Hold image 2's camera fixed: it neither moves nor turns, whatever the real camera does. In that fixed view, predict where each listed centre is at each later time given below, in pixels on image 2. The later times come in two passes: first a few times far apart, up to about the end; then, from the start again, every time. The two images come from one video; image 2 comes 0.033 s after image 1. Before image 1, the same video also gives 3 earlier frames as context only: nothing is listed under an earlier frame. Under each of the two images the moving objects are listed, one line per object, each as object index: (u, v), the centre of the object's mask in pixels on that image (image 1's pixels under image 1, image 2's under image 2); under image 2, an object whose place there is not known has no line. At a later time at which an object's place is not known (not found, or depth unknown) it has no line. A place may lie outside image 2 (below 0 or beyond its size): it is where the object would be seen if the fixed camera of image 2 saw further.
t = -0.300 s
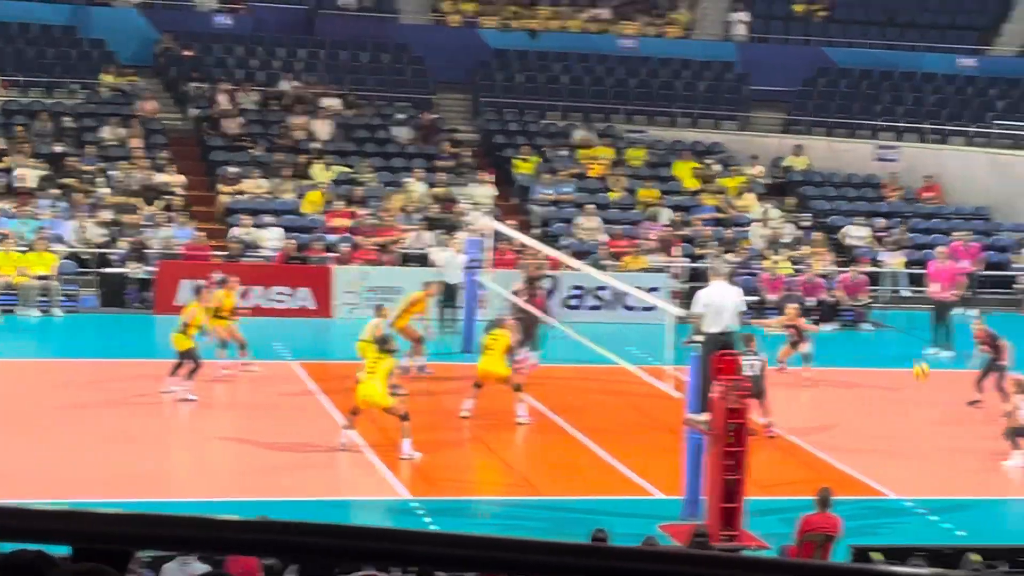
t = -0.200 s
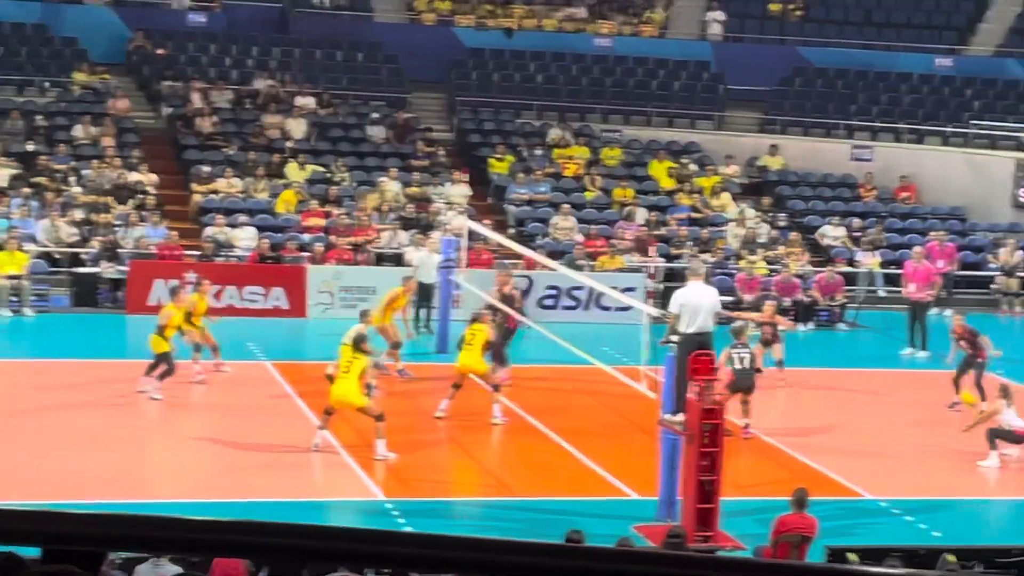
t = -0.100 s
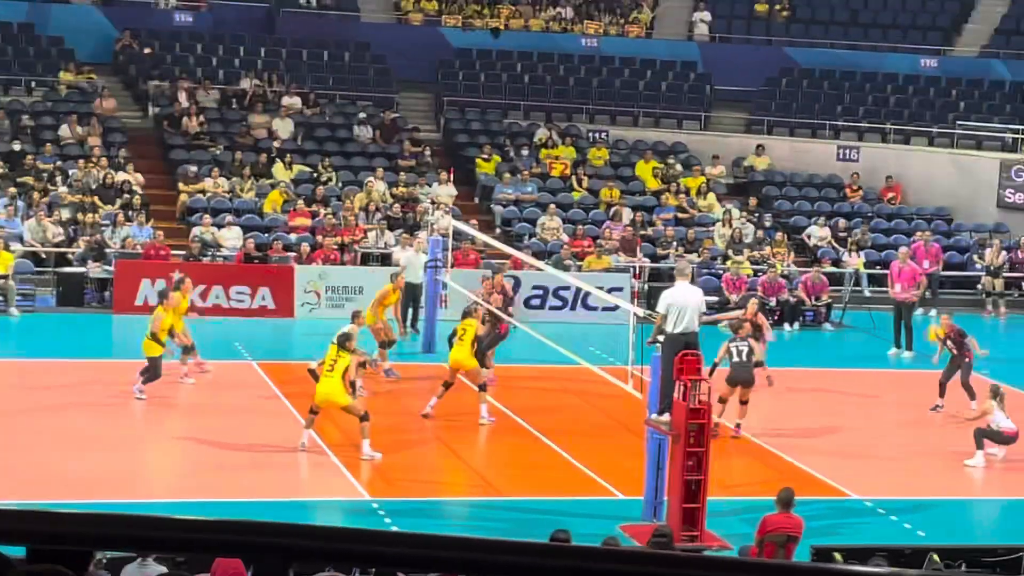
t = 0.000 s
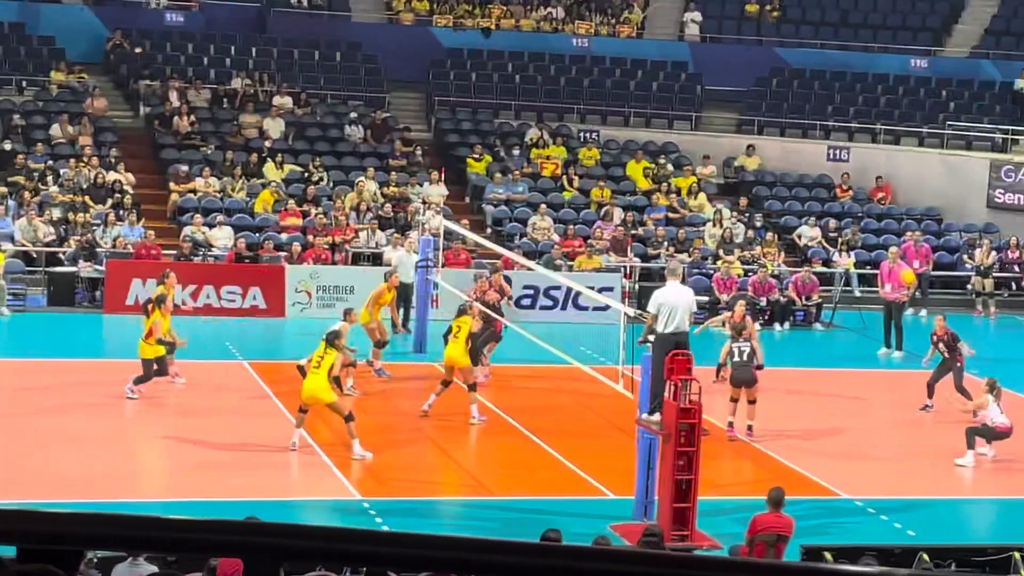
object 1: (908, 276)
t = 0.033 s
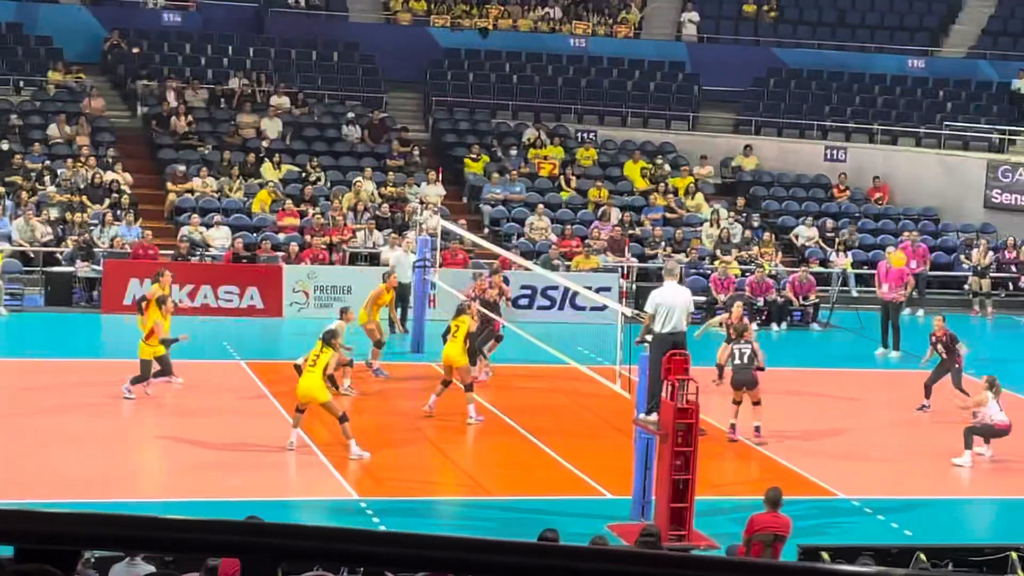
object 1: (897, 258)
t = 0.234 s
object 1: (863, 174)
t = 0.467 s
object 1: (823, 113)
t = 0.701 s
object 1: (782, 93)
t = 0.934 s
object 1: (739, 110)
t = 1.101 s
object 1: (707, 144)
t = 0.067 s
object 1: (893, 243)
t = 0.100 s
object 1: (886, 227)
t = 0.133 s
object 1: (881, 213)
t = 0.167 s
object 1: (876, 198)
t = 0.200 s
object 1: (869, 187)
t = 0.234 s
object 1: (863, 174)
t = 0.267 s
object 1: (858, 163)
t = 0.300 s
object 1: (852, 152)
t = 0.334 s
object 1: (846, 143)
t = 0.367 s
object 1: (840, 135)
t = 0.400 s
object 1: (834, 126)
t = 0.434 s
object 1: (829, 119)
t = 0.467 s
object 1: (823, 113)
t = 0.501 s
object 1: (817, 108)
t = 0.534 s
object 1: (811, 104)
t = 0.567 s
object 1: (806, 100)
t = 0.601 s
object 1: (800, 97)
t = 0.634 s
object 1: (794, 95)
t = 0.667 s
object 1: (788, 94)
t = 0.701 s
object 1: (782, 93)
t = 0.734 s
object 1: (776, 93)
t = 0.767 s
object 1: (769, 94)
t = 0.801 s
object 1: (764, 96)
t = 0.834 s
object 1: (758, 98)
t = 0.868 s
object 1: (751, 102)
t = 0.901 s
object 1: (745, 106)
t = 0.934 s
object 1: (739, 110)
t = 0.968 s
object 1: (732, 116)
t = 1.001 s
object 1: (726, 122)
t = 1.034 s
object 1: (720, 128)
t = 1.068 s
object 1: (713, 135)
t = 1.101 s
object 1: (707, 144)
